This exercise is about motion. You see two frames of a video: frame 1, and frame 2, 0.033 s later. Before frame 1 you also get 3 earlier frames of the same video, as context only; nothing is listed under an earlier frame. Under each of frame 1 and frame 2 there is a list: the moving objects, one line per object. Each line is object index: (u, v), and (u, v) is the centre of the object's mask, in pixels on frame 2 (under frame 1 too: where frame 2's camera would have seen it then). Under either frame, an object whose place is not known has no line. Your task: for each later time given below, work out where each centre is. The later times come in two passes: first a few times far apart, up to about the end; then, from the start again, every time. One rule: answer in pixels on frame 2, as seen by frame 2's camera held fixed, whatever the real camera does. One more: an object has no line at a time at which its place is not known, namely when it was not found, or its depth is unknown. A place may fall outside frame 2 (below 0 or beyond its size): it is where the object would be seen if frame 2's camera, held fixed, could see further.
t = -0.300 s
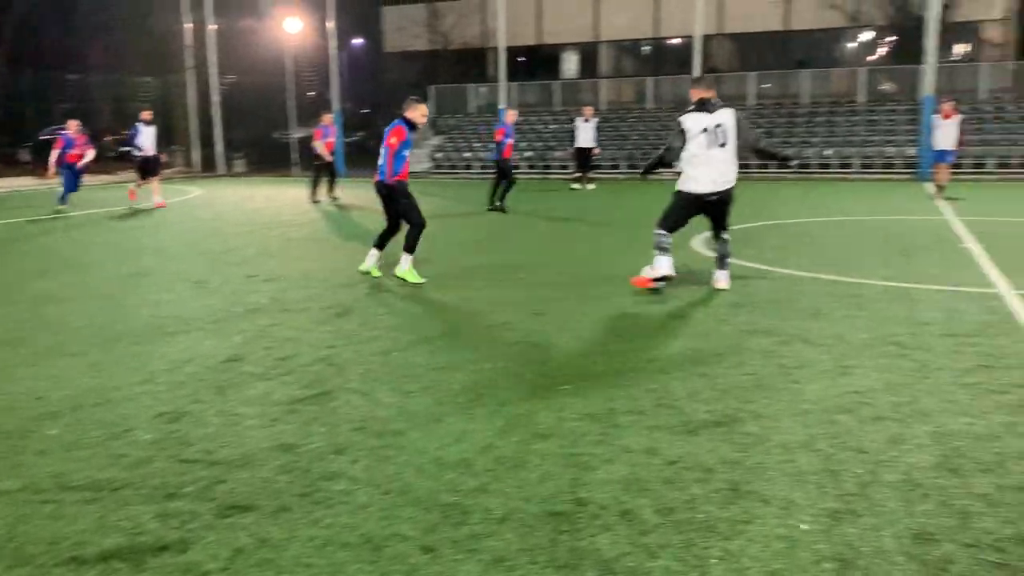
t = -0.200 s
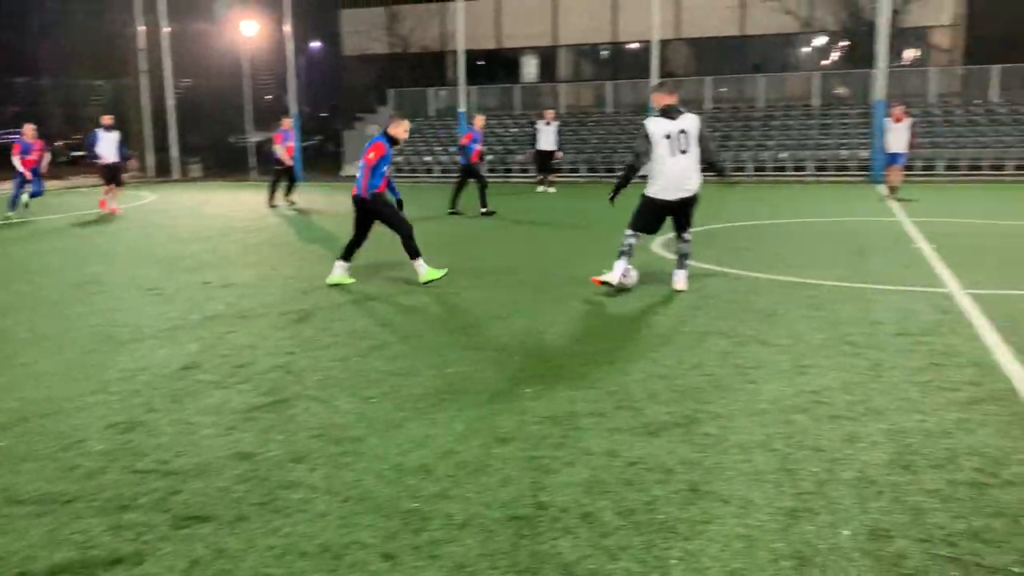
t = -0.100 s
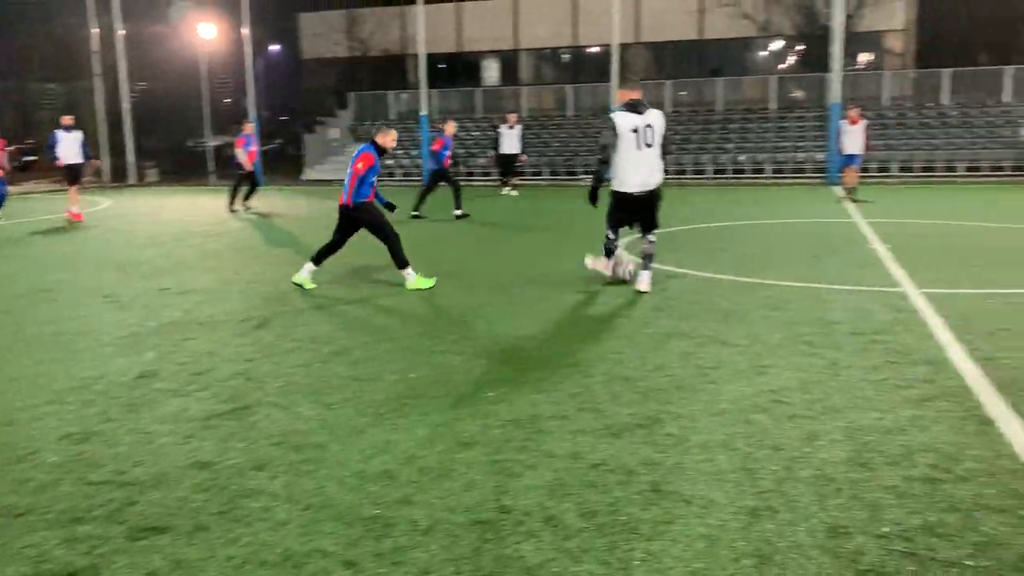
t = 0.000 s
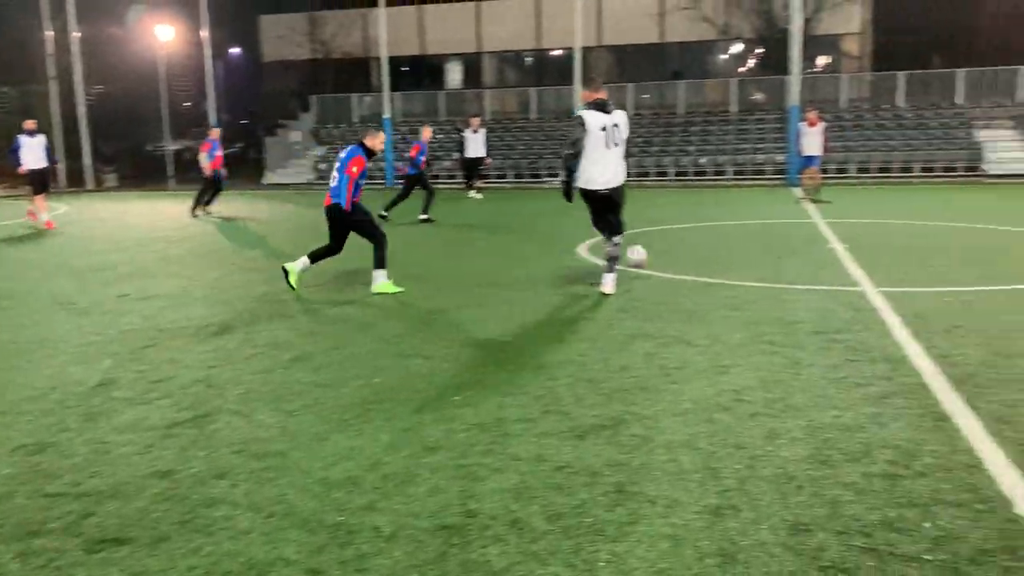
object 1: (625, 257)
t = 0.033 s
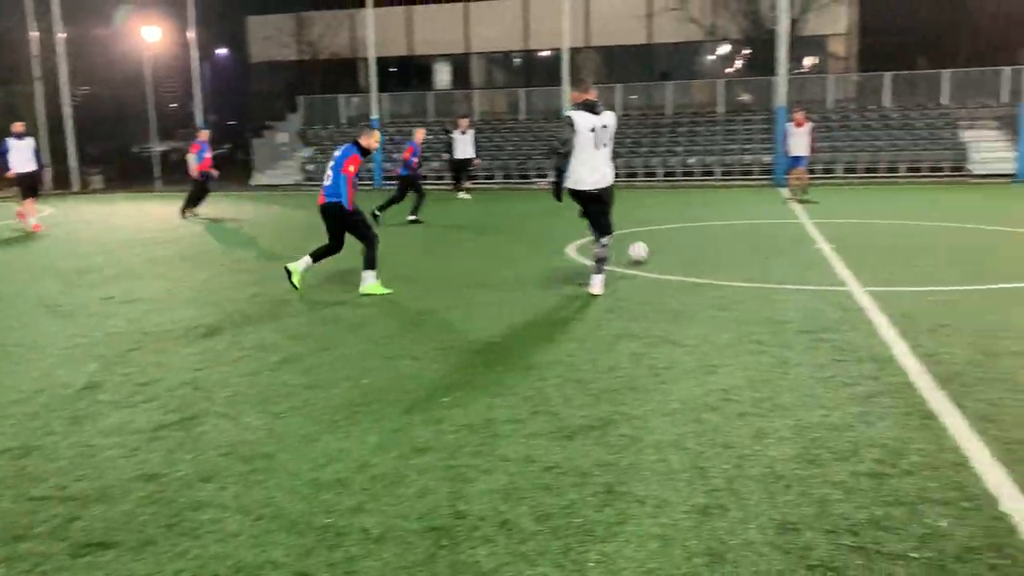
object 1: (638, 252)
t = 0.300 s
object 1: (718, 227)
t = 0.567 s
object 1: (767, 213)
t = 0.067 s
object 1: (650, 249)
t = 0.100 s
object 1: (662, 245)
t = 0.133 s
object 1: (673, 241)
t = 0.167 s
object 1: (683, 239)
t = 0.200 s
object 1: (693, 235)
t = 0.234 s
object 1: (702, 233)
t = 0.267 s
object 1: (710, 230)
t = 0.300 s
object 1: (718, 227)
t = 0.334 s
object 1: (725, 225)
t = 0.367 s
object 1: (733, 223)
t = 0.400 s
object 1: (739, 221)
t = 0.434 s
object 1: (745, 219)
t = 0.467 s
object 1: (751, 217)
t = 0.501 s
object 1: (756, 215)
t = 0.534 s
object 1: (761, 213)
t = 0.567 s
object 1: (767, 213)
